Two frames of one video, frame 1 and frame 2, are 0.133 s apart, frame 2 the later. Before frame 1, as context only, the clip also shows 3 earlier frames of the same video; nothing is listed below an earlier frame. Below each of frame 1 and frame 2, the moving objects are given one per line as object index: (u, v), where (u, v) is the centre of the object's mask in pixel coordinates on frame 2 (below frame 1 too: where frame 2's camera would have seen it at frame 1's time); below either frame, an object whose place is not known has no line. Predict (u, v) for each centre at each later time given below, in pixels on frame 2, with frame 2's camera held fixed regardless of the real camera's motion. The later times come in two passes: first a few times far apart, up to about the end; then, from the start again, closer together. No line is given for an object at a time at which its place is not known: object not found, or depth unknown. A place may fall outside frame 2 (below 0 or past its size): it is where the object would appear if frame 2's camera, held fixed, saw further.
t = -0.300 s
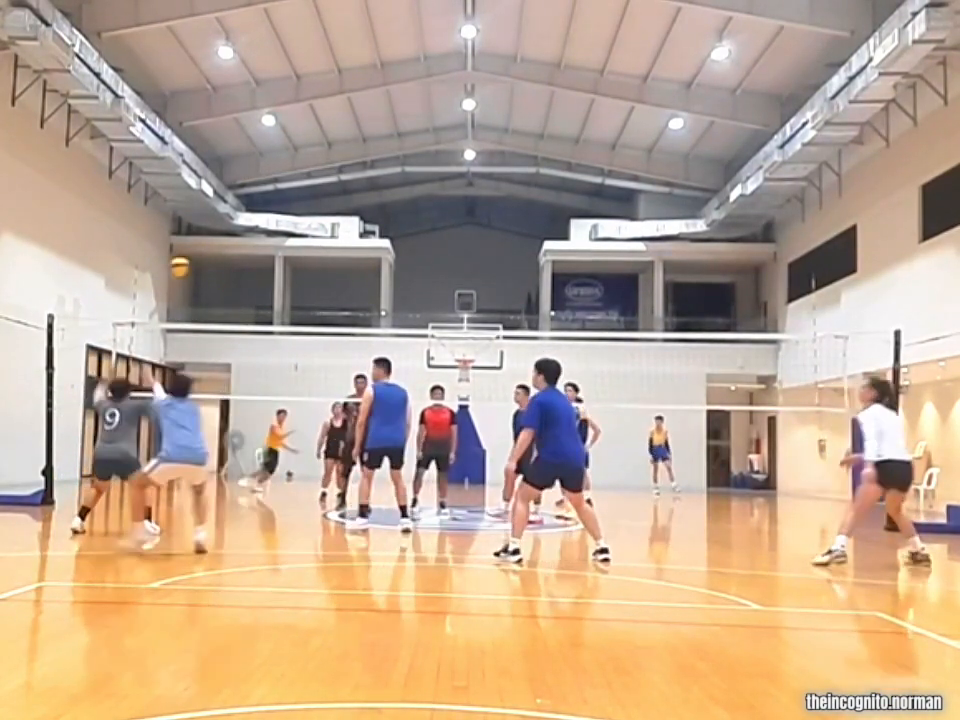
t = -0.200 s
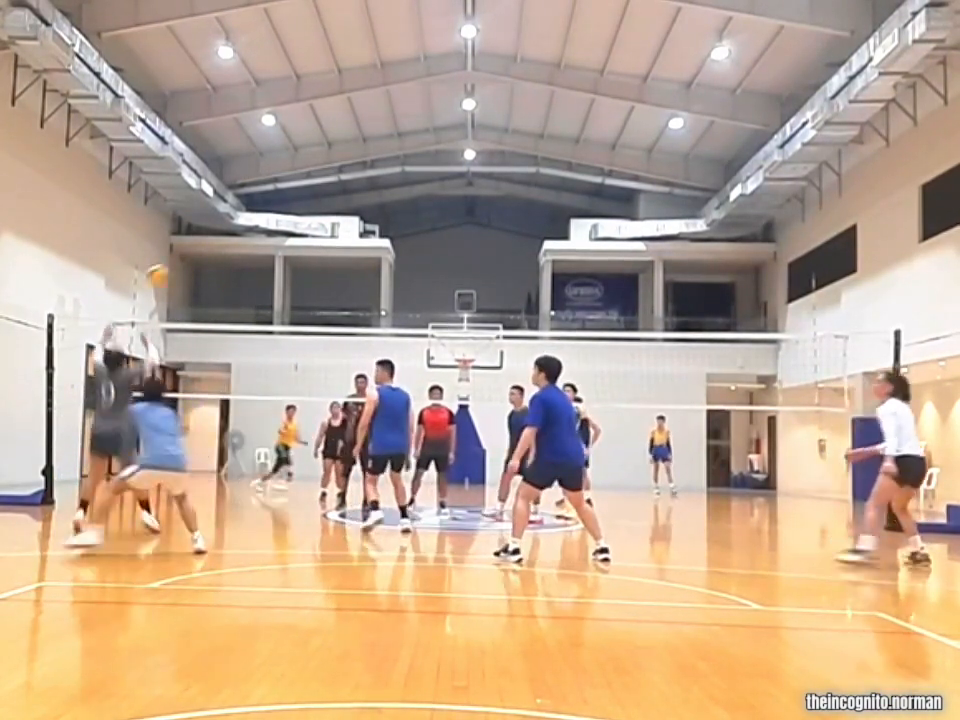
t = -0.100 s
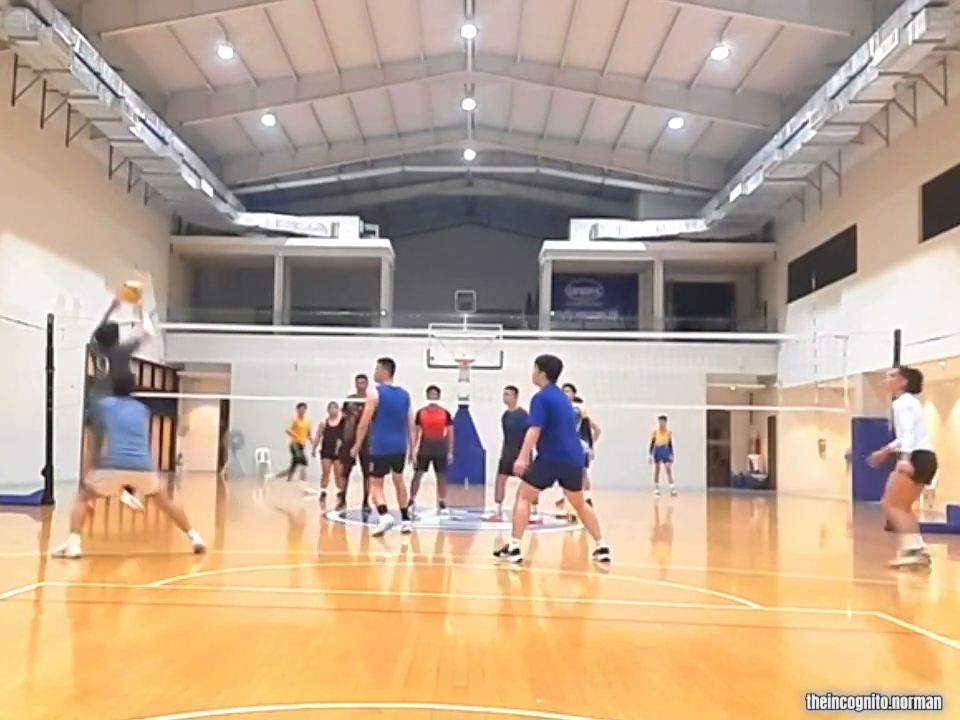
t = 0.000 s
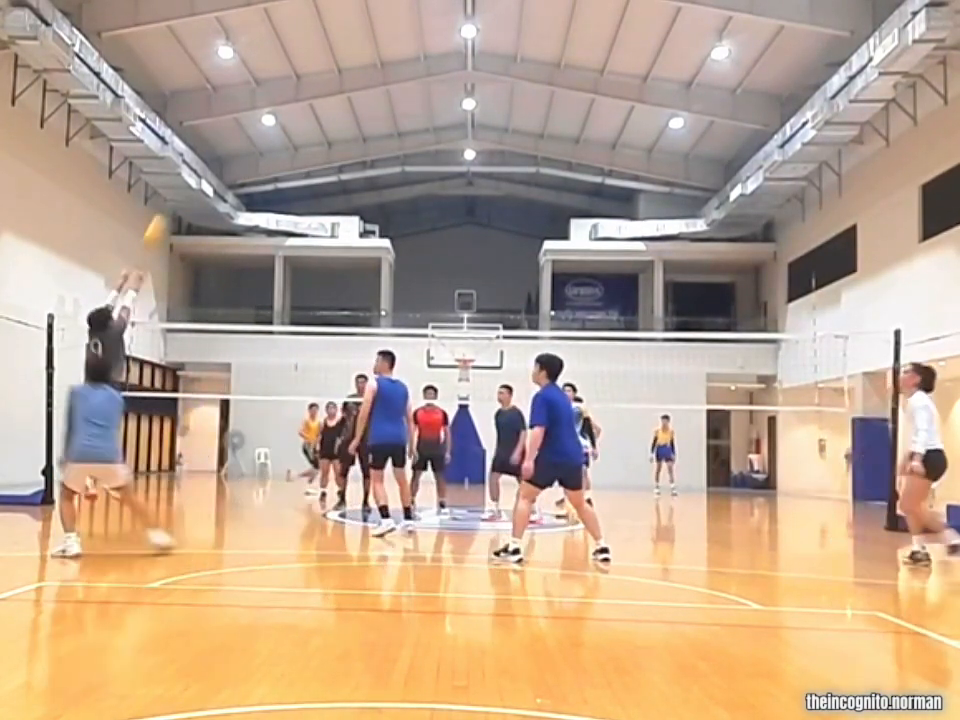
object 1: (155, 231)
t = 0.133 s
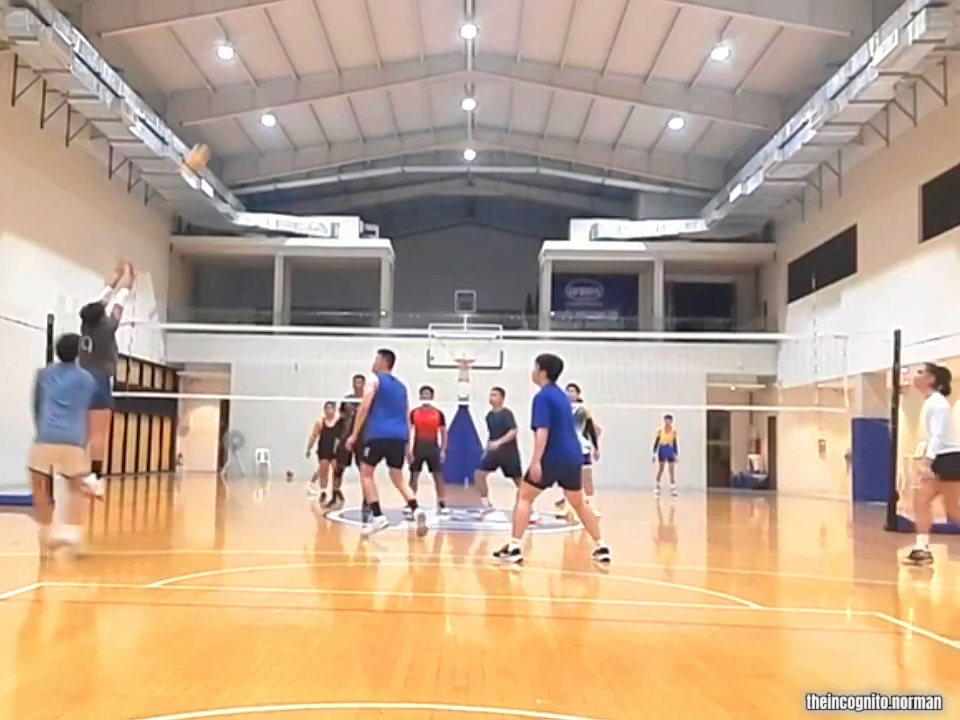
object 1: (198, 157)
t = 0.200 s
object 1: (214, 129)
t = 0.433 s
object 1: (279, 67)
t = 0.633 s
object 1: (326, 55)
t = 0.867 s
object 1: (375, 86)
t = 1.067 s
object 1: (411, 146)
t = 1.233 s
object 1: (440, 220)
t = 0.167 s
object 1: (205, 144)
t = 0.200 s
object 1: (214, 129)
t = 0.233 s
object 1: (226, 115)
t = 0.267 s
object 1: (235, 105)
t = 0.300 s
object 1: (244, 96)
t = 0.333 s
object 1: (251, 85)
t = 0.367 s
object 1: (260, 79)
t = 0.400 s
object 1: (268, 72)
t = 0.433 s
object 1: (279, 67)
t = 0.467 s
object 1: (287, 62)
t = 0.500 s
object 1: (295, 60)
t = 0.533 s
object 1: (302, 57)
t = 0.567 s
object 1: (310, 55)
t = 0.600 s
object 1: (319, 53)
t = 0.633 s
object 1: (326, 55)
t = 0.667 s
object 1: (334, 59)
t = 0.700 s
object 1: (340, 60)
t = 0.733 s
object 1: (346, 63)
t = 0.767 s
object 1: (354, 67)
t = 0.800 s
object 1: (361, 71)
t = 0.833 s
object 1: (368, 78)
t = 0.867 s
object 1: (375, 86)
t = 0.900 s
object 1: (382, 93)
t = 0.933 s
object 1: (388, 103)
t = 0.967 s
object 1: (394, 112)
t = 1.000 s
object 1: (400, 123)
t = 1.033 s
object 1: (406, 135)
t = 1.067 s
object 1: (411, 146)
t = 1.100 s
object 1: (417, 159)
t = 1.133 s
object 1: (424, 174)
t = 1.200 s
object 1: (435, 204)
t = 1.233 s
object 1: (440, 220)
